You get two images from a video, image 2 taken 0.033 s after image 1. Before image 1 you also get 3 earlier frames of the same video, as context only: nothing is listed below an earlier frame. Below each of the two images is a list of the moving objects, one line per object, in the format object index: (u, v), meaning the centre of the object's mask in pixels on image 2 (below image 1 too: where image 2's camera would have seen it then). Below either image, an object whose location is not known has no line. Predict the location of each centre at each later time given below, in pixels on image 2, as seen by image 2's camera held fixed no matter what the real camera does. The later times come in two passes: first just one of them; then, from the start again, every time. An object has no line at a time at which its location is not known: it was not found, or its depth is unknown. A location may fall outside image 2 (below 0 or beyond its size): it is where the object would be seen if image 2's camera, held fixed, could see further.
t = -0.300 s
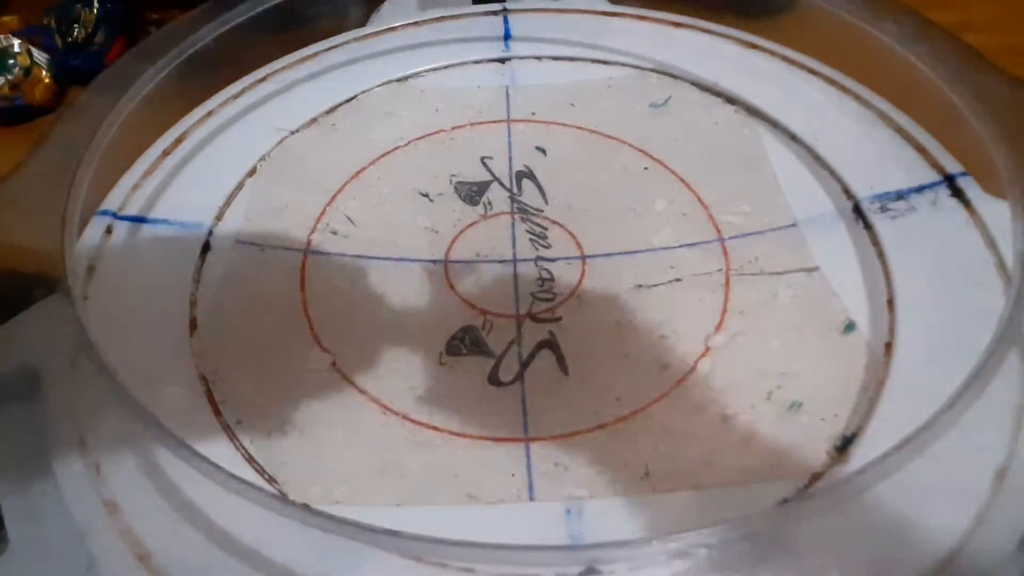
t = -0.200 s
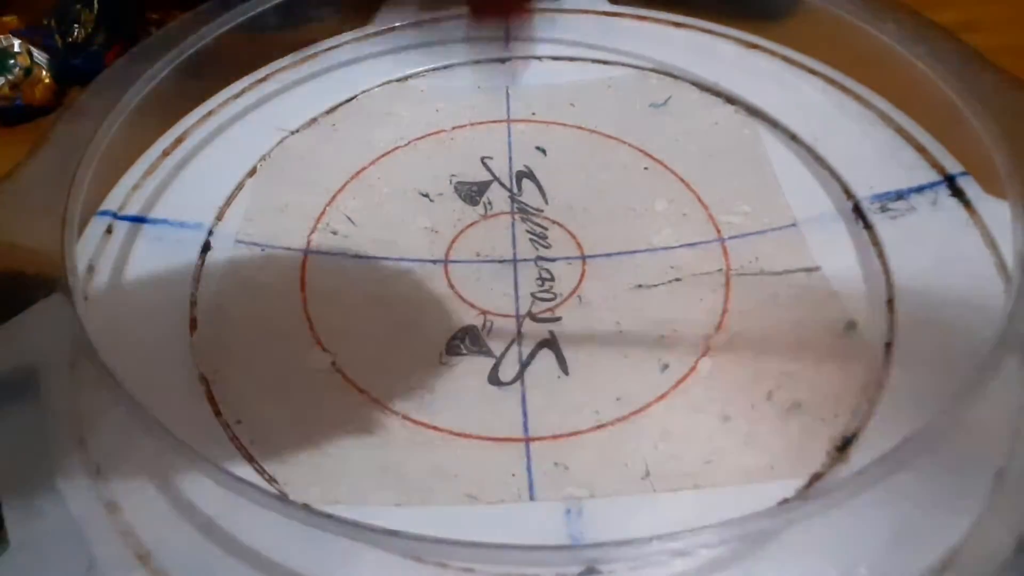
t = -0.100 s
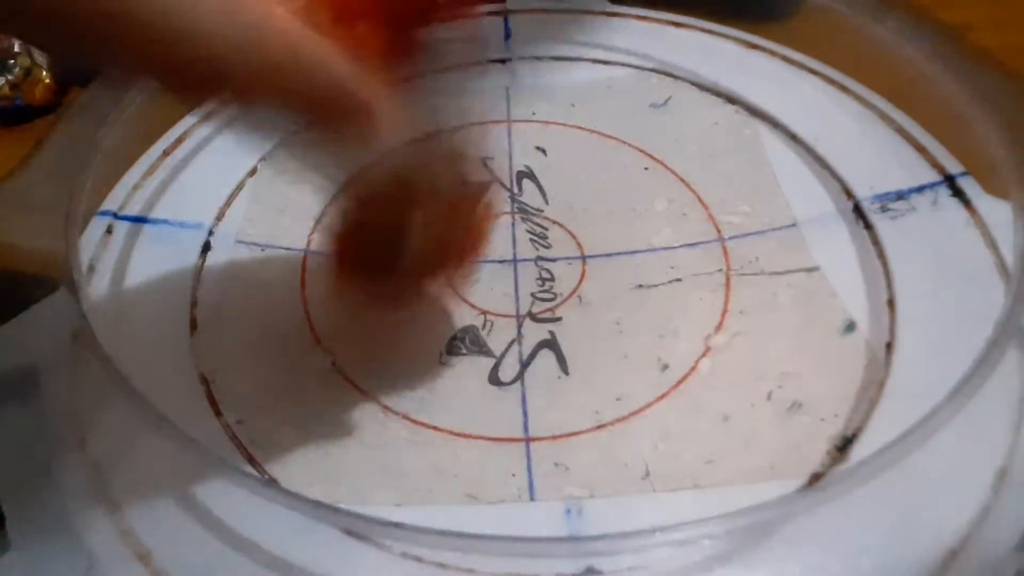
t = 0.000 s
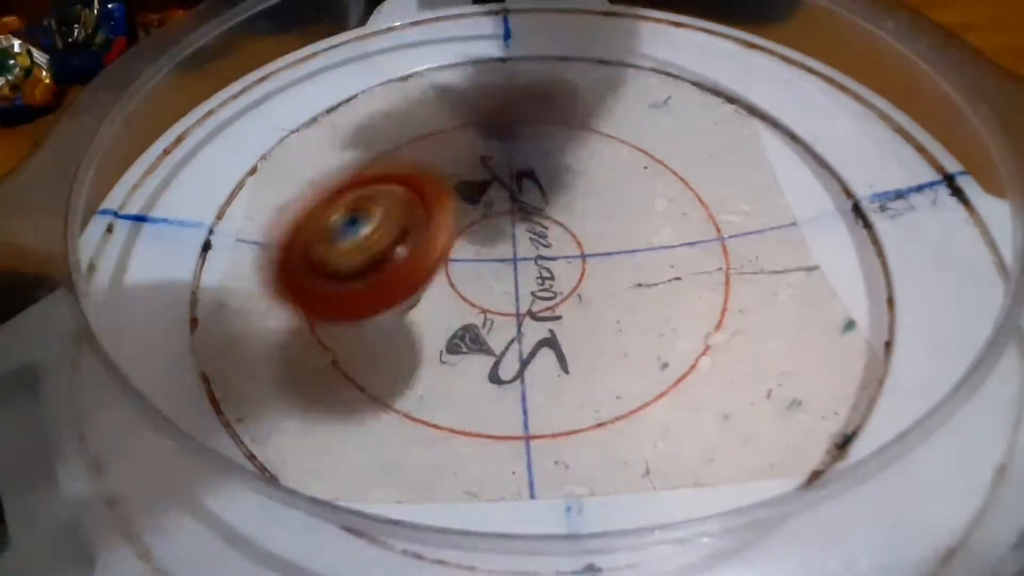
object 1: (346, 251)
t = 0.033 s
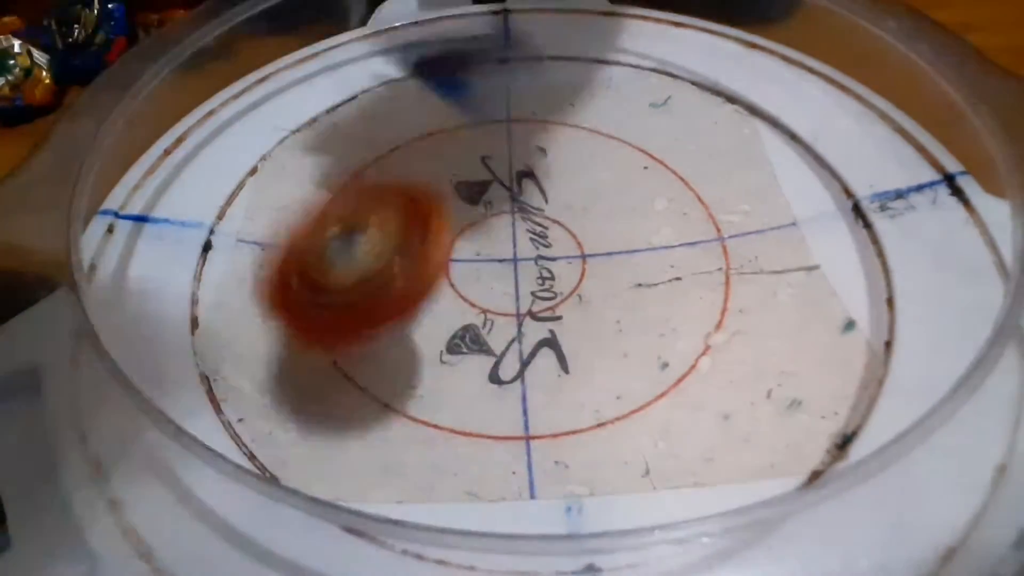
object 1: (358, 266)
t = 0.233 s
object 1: (446, 433)
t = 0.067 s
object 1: (358, 322)
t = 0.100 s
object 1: (353, 356)
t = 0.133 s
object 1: (364, 356)
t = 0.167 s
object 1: (393, 385)
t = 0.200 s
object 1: (411, 406)
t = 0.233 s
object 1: (446, 433)
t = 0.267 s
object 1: (487, 450)
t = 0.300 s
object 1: (533, 462)
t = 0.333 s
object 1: (568, 476)
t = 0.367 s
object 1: (616, 473)
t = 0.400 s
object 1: (660, 460)
